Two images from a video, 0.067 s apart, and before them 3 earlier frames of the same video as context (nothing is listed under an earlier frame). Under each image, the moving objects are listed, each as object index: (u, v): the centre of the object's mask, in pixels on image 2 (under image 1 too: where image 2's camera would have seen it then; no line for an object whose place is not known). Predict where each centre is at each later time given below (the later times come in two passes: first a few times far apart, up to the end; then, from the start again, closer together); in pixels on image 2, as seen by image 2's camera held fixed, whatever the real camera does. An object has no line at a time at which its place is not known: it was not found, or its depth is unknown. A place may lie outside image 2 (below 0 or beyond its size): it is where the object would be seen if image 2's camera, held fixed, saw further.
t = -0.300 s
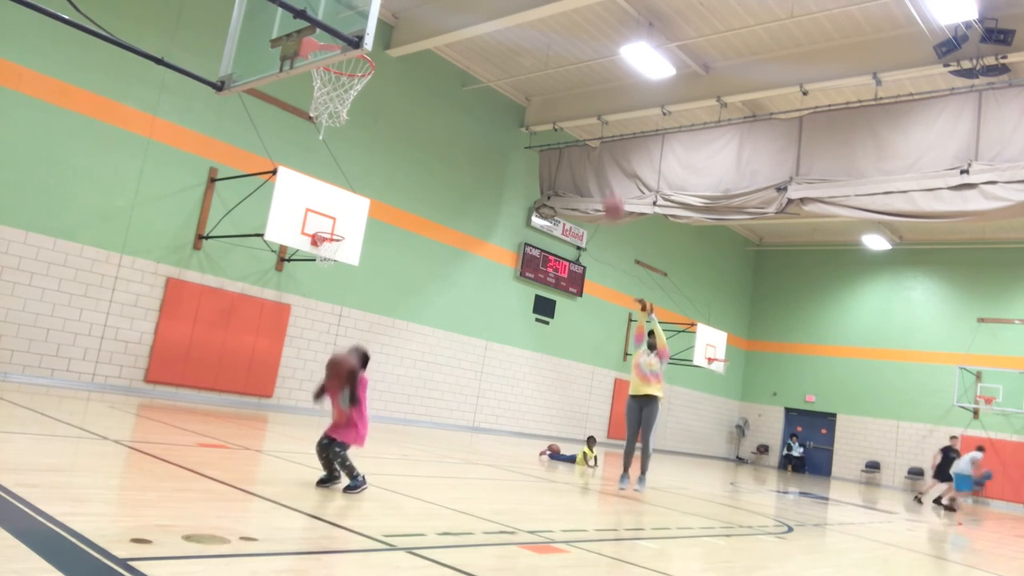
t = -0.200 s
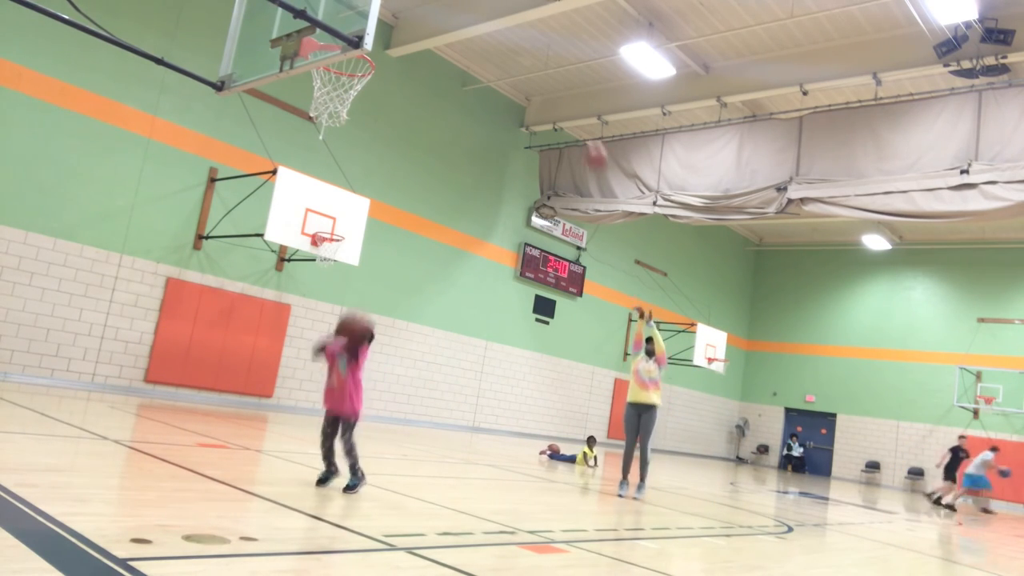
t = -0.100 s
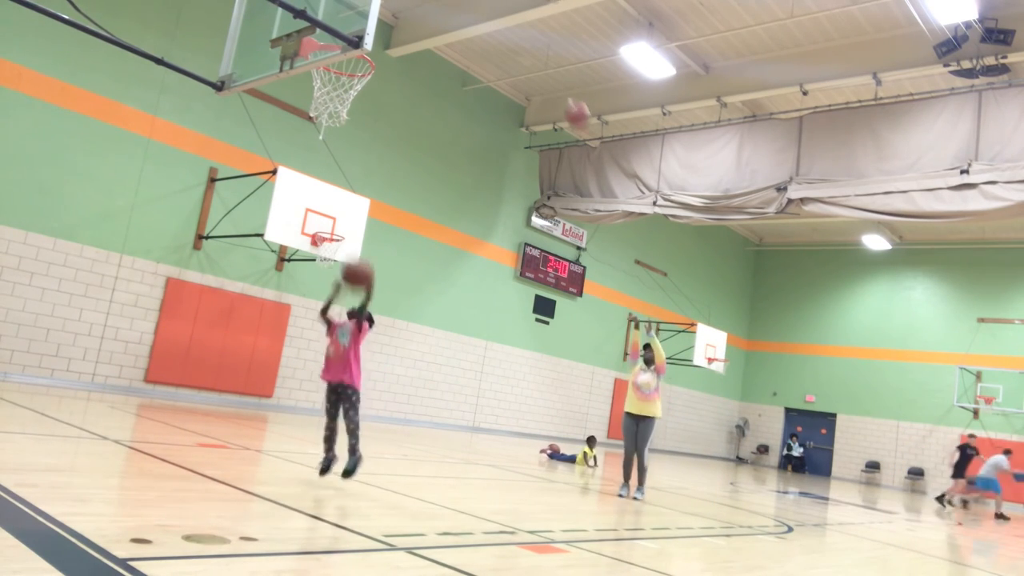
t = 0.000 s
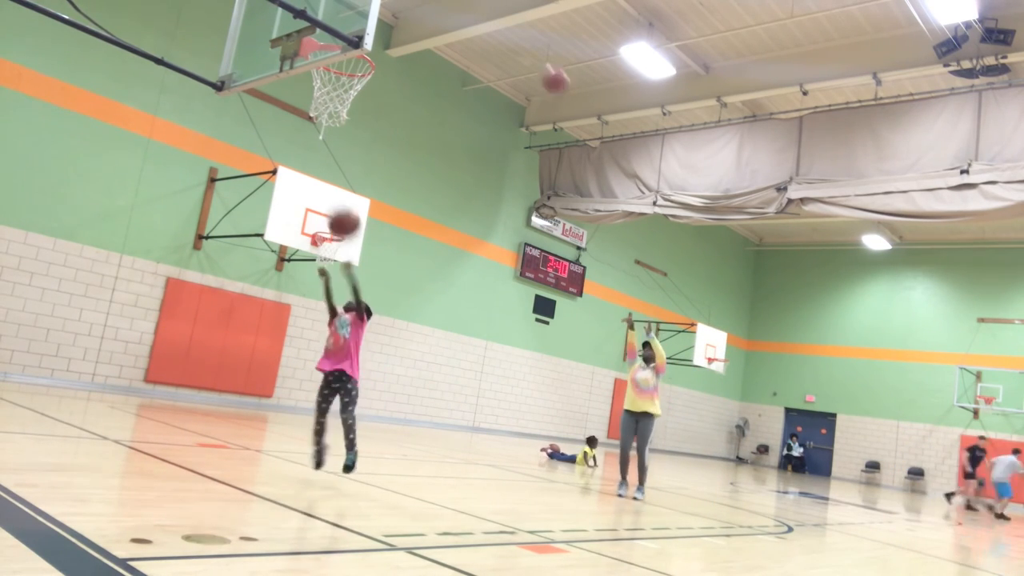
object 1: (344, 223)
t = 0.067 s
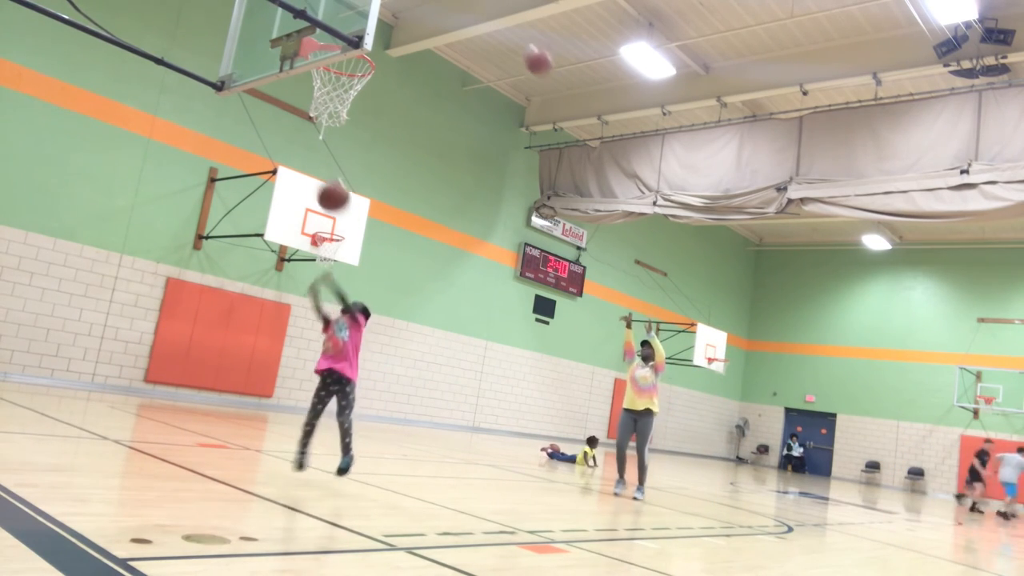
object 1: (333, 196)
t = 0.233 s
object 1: (300, 156)
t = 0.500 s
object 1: (231, 168)
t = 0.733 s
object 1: (151, 258)
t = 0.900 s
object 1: (79, 375)
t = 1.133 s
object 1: (54, 334)
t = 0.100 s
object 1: (327, 185)
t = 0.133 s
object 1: (321, 175)
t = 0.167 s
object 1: (314, 167)
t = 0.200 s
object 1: (307, 161)
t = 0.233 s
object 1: (300, 156)
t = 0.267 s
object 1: (293, 152)
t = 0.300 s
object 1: (285, 150)
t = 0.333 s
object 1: (278, 149)
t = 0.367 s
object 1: (270, 150)
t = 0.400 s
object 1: (261, 153)
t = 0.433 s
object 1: (251, 156)
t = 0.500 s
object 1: (231, 168)
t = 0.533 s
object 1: (221, 176)
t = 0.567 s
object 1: (210, 186)
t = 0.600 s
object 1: (199, 197)
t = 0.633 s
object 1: (187, 210)
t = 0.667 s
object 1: (176, 224)
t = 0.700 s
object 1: (164, 241)
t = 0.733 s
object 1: (151, 258)
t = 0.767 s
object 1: (138, 278)
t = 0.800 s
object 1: (124, 299)
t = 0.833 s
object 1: (111, 322)
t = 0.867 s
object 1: (96, 346)
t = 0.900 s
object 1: (79, 375)
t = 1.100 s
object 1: (52, 354)
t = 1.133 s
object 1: (54, 334)
